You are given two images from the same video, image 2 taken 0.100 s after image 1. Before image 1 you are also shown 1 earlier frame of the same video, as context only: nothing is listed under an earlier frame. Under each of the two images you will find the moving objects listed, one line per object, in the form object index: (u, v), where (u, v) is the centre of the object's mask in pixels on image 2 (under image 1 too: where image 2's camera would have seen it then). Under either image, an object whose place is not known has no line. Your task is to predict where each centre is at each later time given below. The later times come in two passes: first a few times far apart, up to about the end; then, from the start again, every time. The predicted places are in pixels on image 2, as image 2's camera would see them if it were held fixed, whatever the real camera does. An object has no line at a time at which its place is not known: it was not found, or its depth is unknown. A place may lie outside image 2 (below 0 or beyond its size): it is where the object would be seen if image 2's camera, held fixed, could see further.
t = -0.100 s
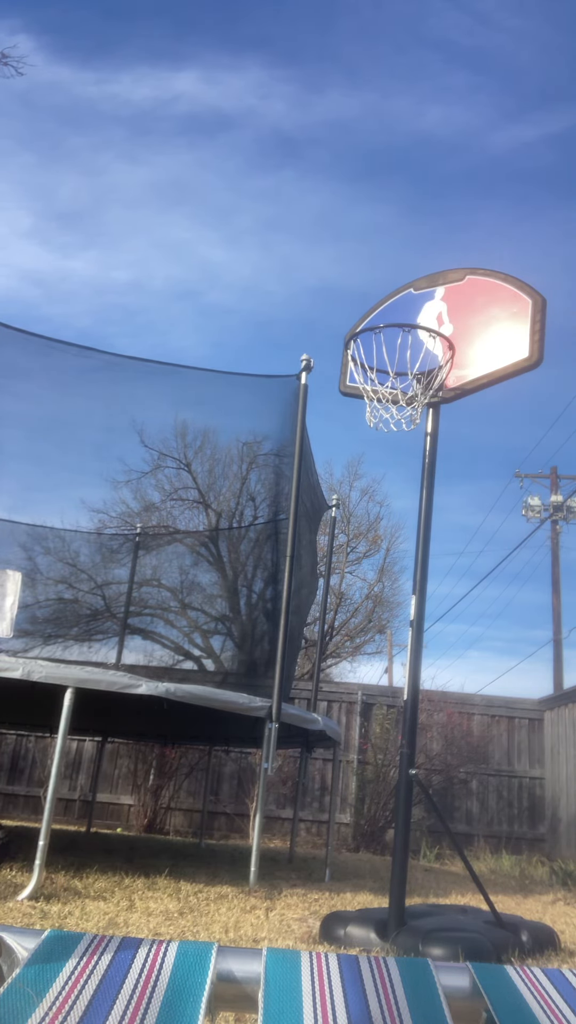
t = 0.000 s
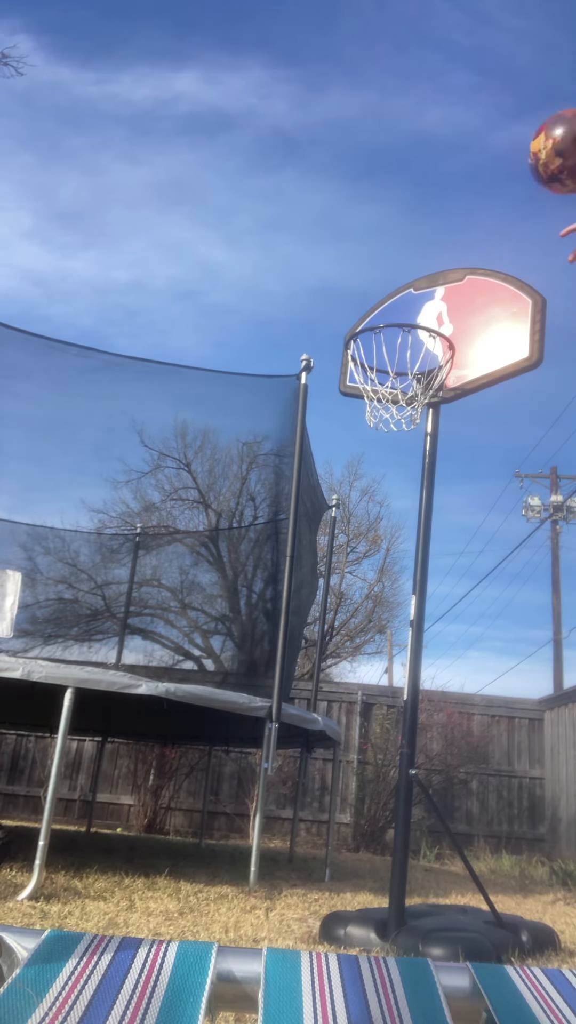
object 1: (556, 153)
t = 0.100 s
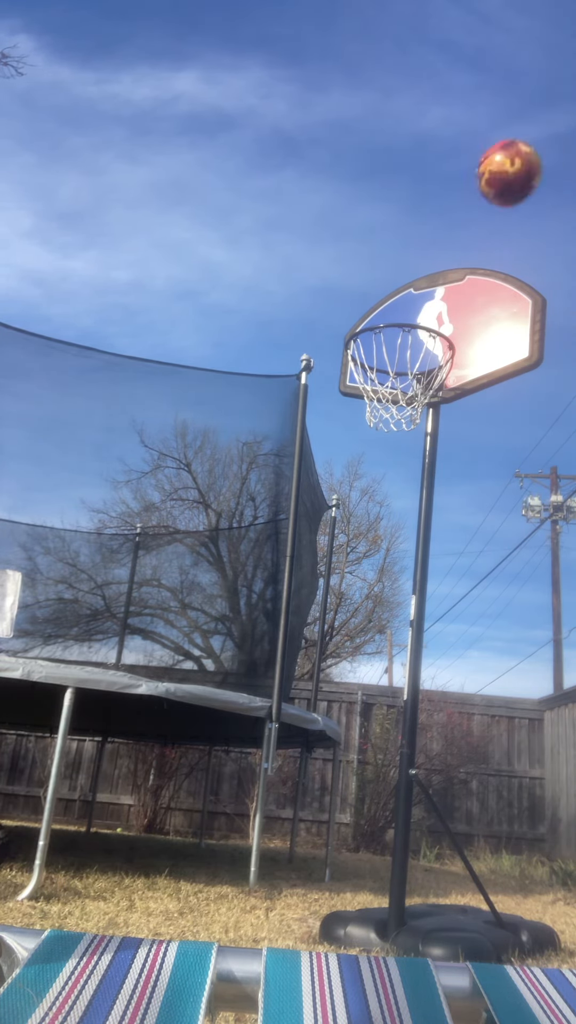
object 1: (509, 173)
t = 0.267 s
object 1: (454, 239)
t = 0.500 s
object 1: (376, 275)
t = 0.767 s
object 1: (241, 395)
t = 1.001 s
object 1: (75, 650)
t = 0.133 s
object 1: (494, 183)
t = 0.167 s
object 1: (482, 196)
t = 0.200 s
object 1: (472, 209)
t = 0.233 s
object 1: (463, 223)
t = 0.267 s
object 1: (454, 239)
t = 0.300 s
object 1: (447, 256)
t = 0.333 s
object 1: (437, 258)
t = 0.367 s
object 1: (424, 257)
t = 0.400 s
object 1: (413, 258)
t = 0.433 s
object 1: (401, 261)
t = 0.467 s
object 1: (388, 267)
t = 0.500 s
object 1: (376, 275)
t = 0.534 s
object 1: (362, 286)
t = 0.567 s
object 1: (349, 300)
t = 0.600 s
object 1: (335, 317)
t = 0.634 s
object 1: (319, 332)
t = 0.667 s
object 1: (301, 344)
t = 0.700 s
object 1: (282, 358)
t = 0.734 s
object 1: (262, 375)
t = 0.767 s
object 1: (241, 395)
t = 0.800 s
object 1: (220, 419)
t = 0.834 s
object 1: (198, 447)
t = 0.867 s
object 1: (176, 478)
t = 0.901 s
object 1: (152, 513)
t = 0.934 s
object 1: (128, 554)
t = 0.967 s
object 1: (101, 599)
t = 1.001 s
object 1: (75, 650)
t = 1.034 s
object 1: (46, 708)
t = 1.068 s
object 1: (23, 769)
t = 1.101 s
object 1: (9, 835)
